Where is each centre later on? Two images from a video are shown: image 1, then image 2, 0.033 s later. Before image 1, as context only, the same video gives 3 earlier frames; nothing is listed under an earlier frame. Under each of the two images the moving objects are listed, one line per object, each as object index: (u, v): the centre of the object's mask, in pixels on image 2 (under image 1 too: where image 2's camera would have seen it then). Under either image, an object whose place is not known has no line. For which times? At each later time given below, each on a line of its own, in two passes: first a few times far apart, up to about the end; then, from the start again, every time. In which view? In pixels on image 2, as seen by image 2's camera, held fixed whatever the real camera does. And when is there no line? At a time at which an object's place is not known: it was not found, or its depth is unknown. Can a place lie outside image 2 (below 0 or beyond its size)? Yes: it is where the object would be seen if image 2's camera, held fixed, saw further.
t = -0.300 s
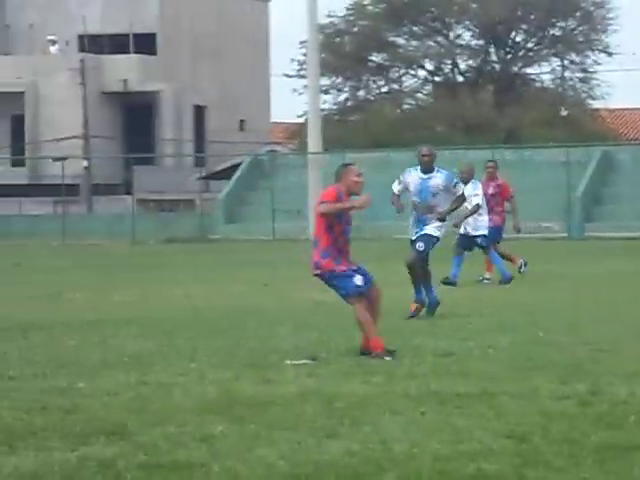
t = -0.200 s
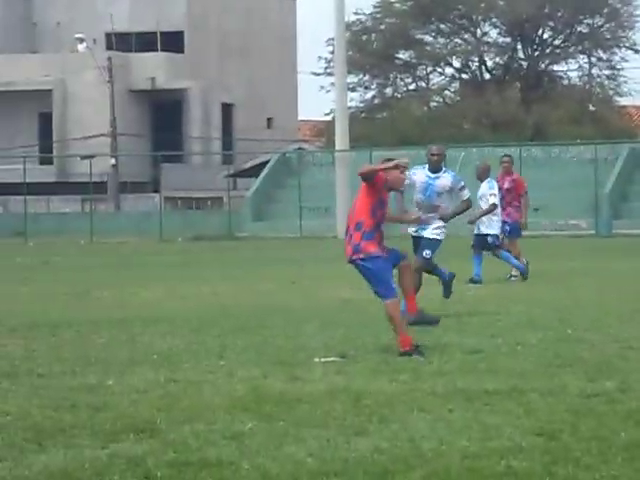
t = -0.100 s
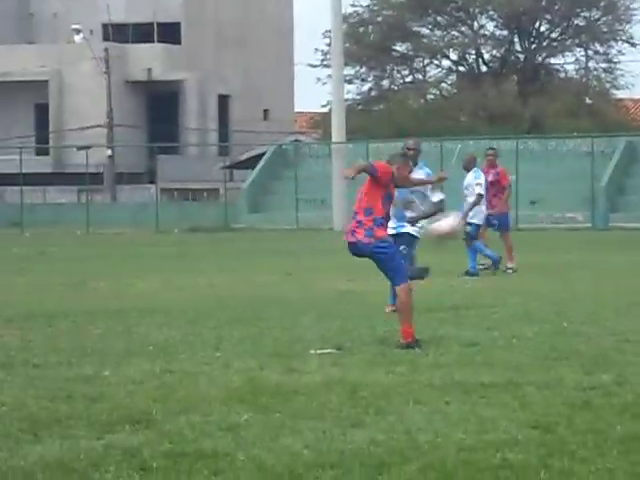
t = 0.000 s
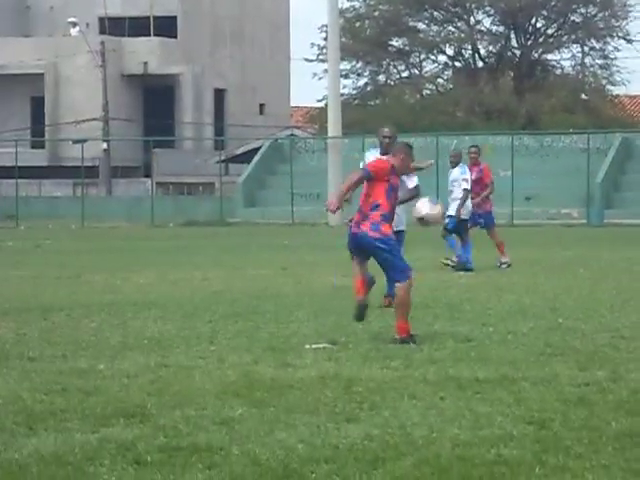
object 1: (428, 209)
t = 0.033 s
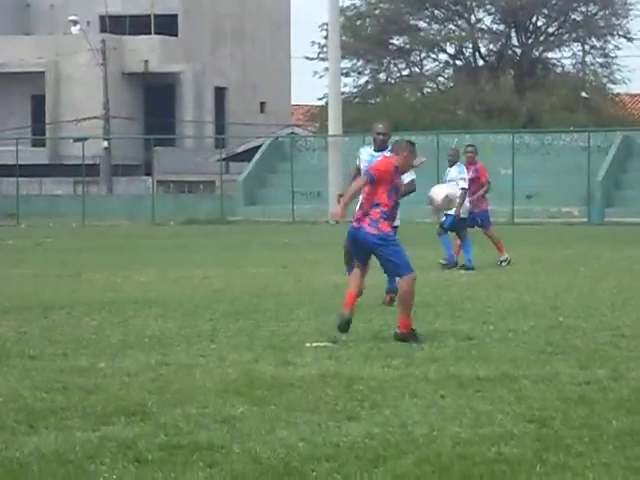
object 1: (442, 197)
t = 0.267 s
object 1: (556, 144)
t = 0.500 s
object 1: (671, 161)
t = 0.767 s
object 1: (810, 275)
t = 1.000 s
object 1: (883, 291)
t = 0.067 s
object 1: (459, 184)
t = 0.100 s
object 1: (475, 174)
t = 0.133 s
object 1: (492, 165)
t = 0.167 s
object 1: (508, 158)
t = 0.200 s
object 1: (523, 152)
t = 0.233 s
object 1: (540, 147)
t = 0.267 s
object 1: (556, 144)
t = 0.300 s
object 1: (572, 142)
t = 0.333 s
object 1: (588, 141)
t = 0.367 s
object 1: (605, 142)
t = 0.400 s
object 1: (621, 144)
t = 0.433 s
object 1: (638, 148)
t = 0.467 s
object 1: (655, 153)
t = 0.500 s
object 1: (671, 161)
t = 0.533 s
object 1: (689, 170)
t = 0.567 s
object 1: (705, 180)
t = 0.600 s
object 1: (723, 192)
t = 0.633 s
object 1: (740, 206)
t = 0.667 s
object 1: (758, 220)
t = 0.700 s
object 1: (775, 237)
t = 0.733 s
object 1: (792, 254)
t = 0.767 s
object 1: (810, 275)
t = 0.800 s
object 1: (830, 296)
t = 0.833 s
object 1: (847, 319)
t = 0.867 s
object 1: (865, 343)
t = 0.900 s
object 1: (871, 330)
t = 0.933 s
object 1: (877, 316)
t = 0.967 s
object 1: (880, 303)
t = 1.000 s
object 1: (883, 291)
